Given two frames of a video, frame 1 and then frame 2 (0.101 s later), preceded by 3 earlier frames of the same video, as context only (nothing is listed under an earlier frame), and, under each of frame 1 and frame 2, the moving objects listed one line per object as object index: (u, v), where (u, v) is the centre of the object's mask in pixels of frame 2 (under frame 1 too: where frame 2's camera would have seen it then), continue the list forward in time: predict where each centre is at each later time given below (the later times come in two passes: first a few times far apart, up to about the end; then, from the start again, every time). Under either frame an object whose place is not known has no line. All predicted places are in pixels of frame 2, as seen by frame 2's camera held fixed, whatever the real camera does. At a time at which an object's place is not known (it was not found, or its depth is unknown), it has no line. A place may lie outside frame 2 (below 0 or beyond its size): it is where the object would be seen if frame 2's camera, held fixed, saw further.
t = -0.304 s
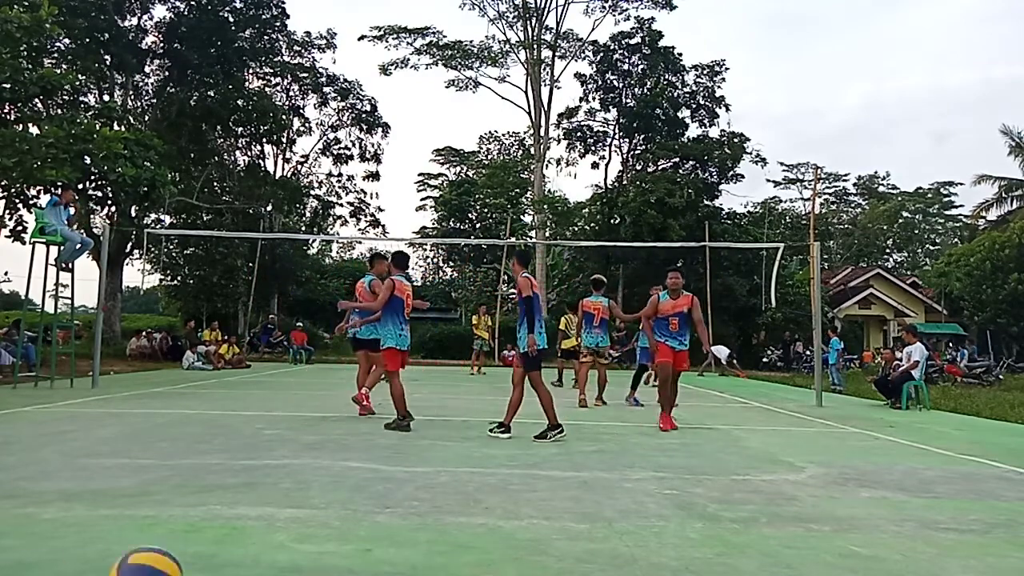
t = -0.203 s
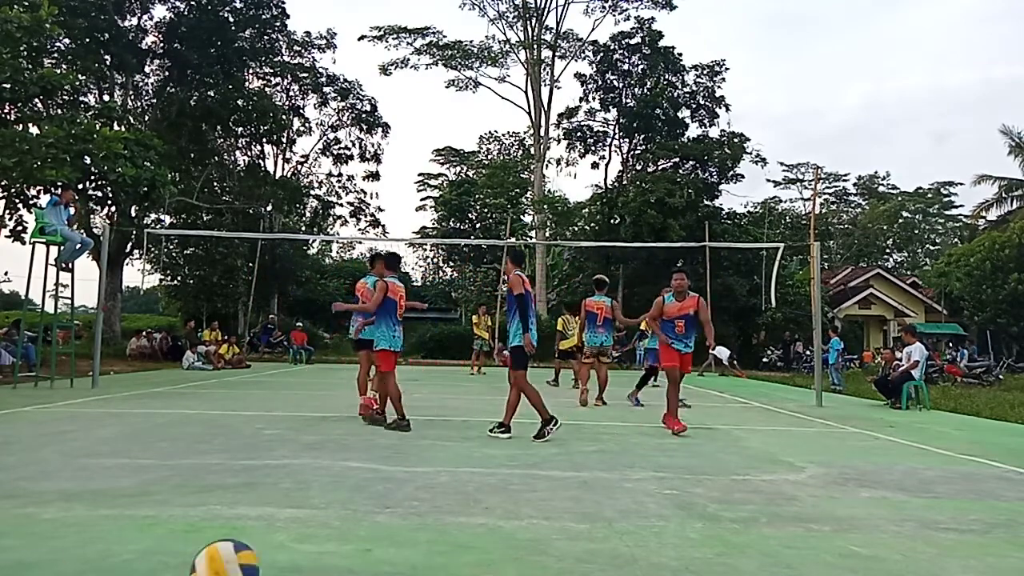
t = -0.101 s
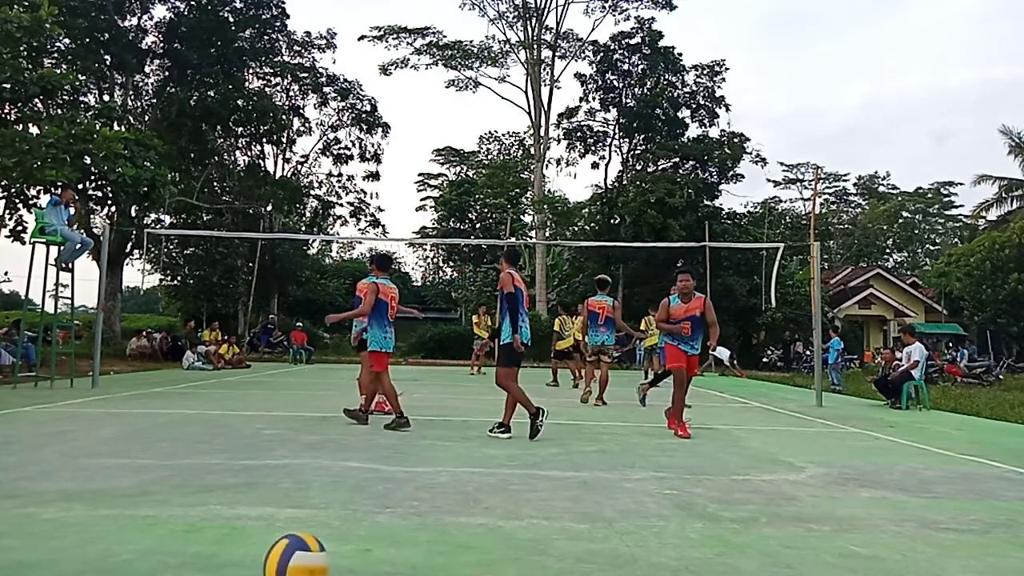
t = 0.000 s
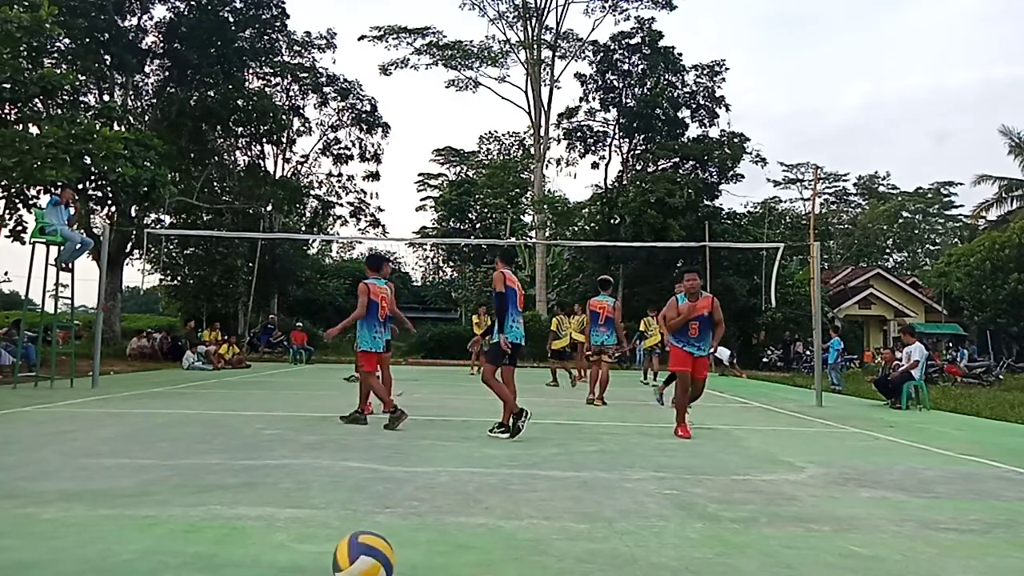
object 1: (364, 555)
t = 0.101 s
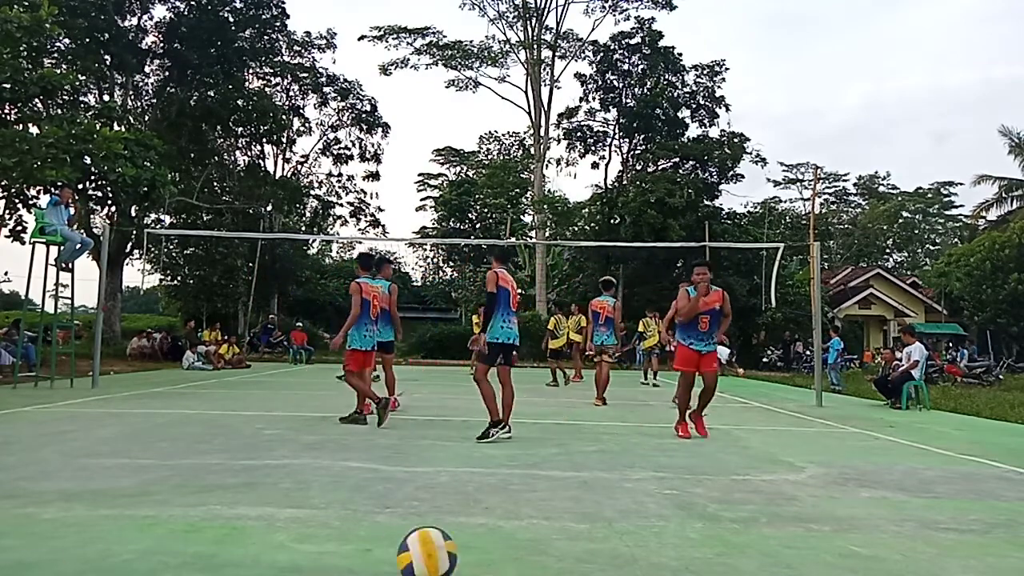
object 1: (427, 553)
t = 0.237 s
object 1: (503, 551)
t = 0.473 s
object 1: (624, 542)
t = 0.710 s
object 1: (728, 534)
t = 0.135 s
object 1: (447, 553)
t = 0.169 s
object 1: (466, 551)
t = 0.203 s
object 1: (485, 550)
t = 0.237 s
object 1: (503, 551)
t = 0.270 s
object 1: (521, 549)
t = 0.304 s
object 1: (539, 549)
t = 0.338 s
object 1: (557, 548)
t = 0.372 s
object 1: (575, 547)
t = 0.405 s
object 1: (592, 545)
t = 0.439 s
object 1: (608, 545)
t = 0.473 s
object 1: (624, 542)
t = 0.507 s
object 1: (639, 541)
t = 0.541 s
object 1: (655, 540)
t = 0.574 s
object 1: (670, 538)
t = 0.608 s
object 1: (685, 537)
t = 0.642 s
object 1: (700, 536)
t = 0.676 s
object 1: (714, 535)
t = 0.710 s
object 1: (728, 534)
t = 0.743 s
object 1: (742, 532)
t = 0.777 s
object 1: (756, 531)
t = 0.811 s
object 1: (769, 531)
